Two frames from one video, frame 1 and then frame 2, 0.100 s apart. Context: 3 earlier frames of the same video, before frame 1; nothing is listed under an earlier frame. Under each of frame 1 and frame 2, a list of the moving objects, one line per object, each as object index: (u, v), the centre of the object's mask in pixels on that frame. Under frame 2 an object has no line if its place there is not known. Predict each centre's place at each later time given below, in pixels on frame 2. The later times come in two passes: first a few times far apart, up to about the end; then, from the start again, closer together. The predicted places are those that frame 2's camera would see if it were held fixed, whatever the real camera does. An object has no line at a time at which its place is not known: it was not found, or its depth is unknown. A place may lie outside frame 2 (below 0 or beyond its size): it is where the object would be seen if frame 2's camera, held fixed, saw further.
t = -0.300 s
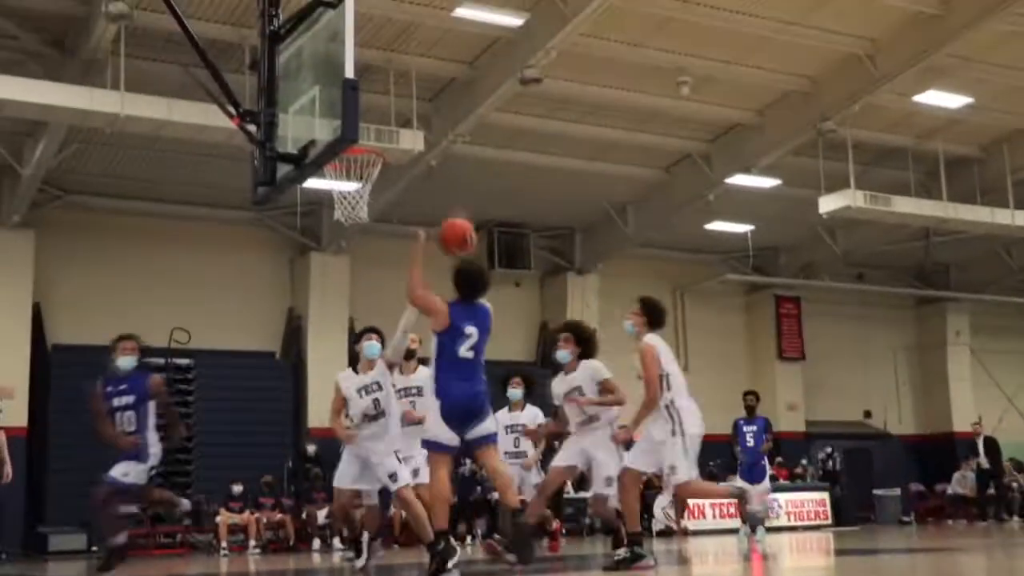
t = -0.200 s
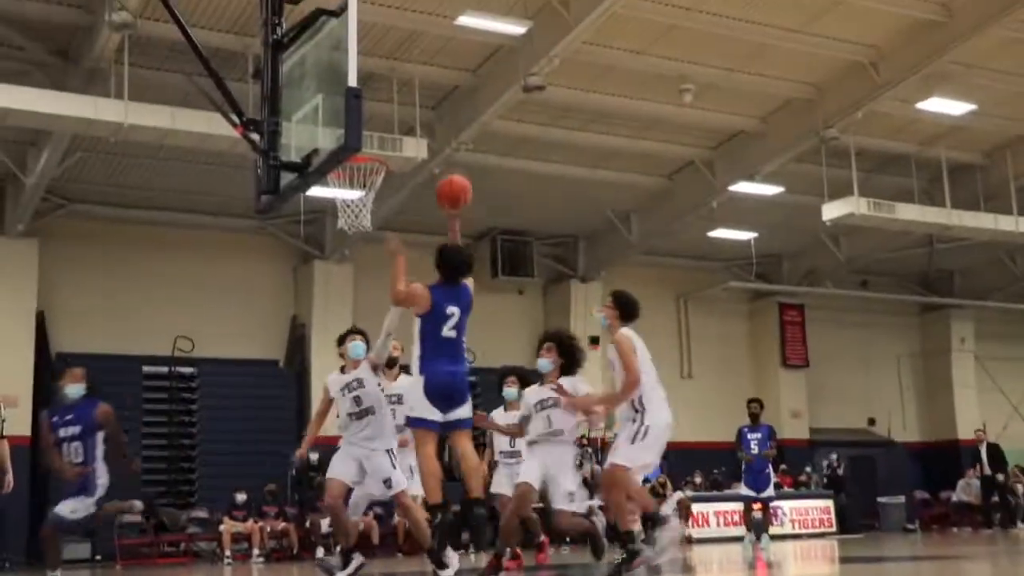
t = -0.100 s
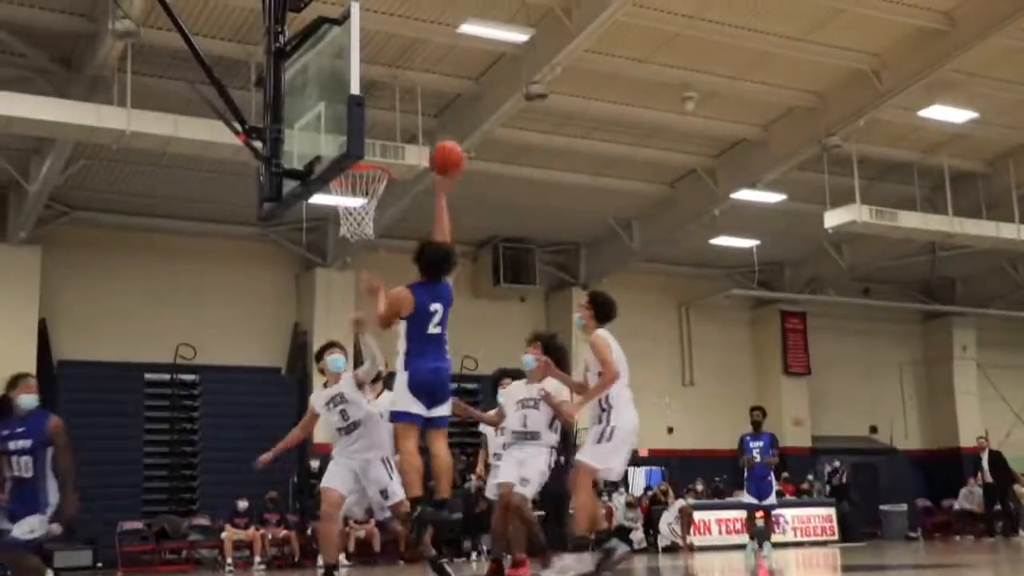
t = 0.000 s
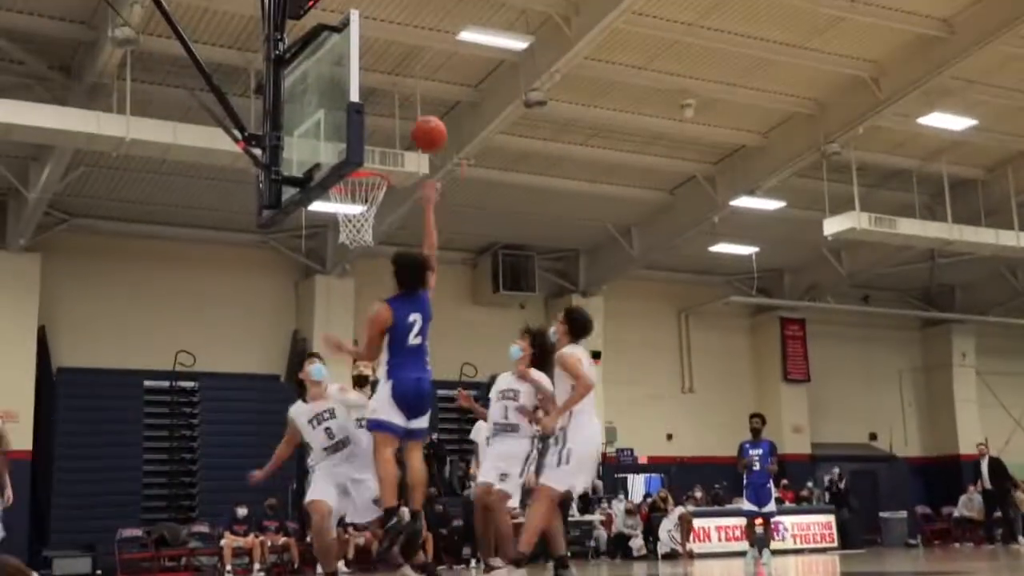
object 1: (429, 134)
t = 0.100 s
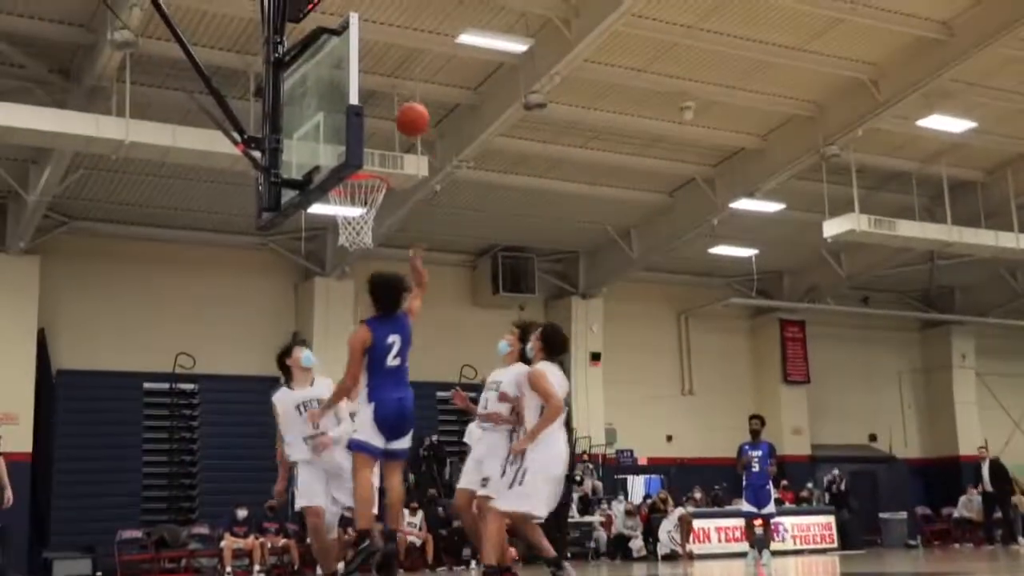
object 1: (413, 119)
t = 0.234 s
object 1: (392, 120)
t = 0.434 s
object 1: (371, 158)
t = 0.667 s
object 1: (347, 232)
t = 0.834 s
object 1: (347, 280)
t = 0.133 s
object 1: (408, 115)
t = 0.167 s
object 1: (402, 116)
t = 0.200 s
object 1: (396, 118)
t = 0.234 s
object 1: (392, 120)
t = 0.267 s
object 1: (387, 124)
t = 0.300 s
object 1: (382, 128)
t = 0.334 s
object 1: (378, 134)
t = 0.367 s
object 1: (376, 141)
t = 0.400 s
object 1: (374, 149)
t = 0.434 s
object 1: (371, 158)
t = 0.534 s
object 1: (353, 195)
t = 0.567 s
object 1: (350, 210)
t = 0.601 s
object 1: (349, 220)
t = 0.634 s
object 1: (348, 227)
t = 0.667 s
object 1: (347, 232)
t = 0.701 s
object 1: (347, 238)
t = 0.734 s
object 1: (346, 247)
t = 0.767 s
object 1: (347, 257)
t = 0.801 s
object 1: (347, 268)
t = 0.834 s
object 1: (347, 280)
